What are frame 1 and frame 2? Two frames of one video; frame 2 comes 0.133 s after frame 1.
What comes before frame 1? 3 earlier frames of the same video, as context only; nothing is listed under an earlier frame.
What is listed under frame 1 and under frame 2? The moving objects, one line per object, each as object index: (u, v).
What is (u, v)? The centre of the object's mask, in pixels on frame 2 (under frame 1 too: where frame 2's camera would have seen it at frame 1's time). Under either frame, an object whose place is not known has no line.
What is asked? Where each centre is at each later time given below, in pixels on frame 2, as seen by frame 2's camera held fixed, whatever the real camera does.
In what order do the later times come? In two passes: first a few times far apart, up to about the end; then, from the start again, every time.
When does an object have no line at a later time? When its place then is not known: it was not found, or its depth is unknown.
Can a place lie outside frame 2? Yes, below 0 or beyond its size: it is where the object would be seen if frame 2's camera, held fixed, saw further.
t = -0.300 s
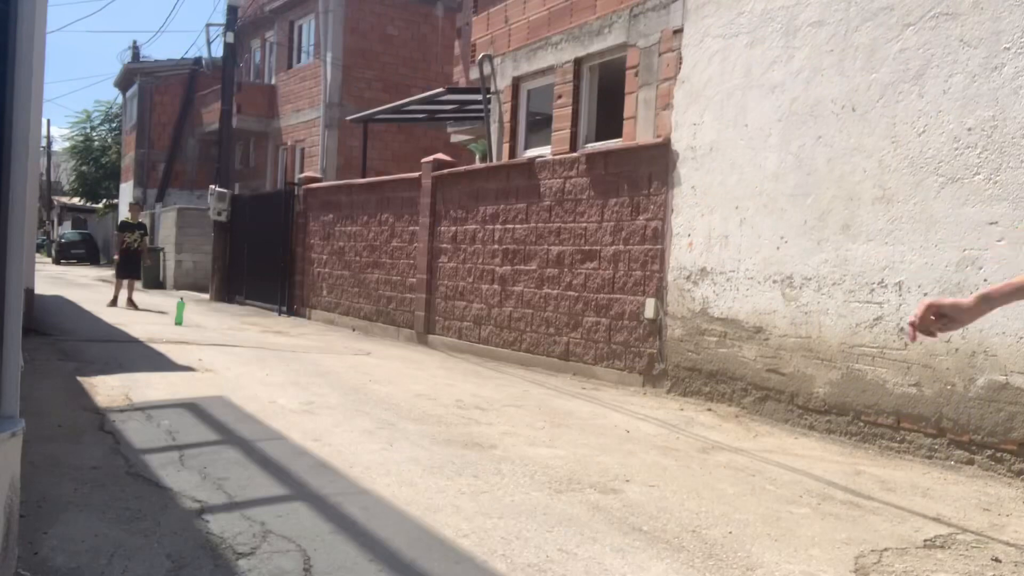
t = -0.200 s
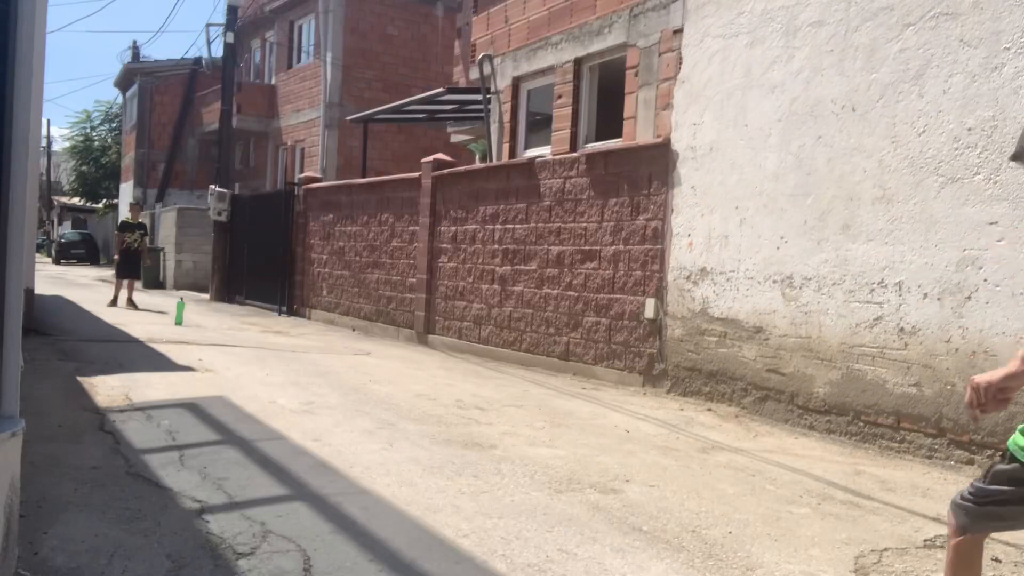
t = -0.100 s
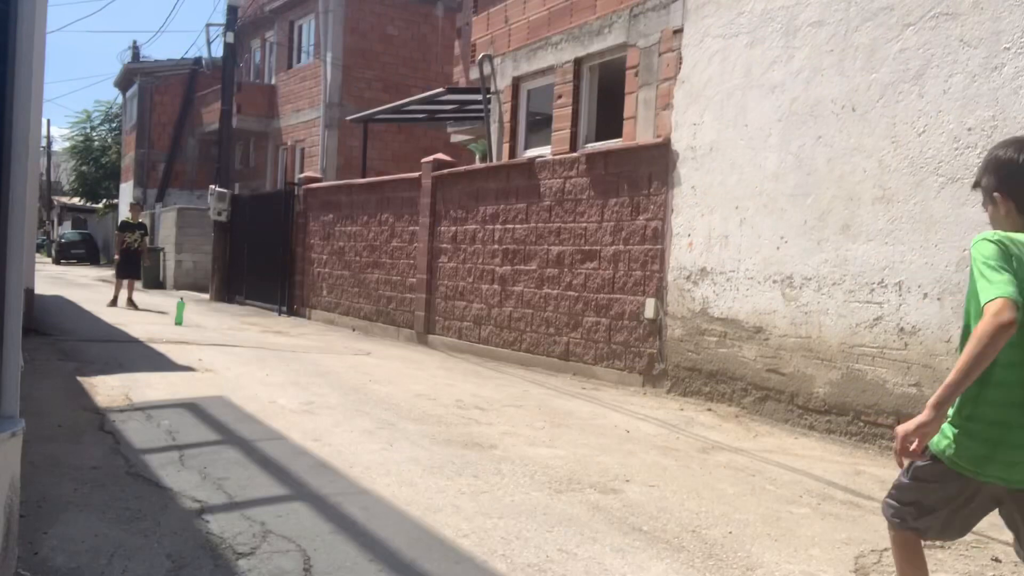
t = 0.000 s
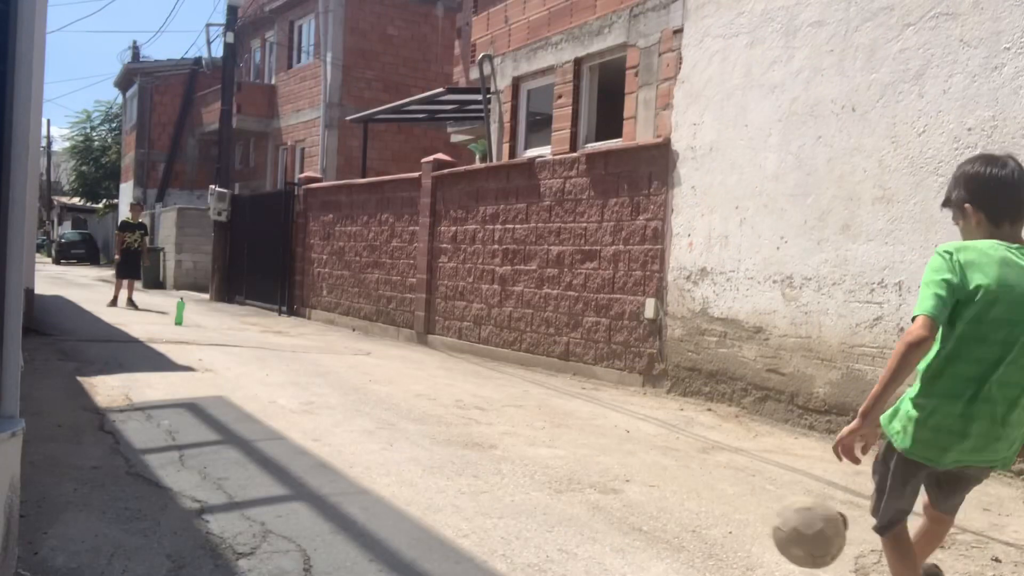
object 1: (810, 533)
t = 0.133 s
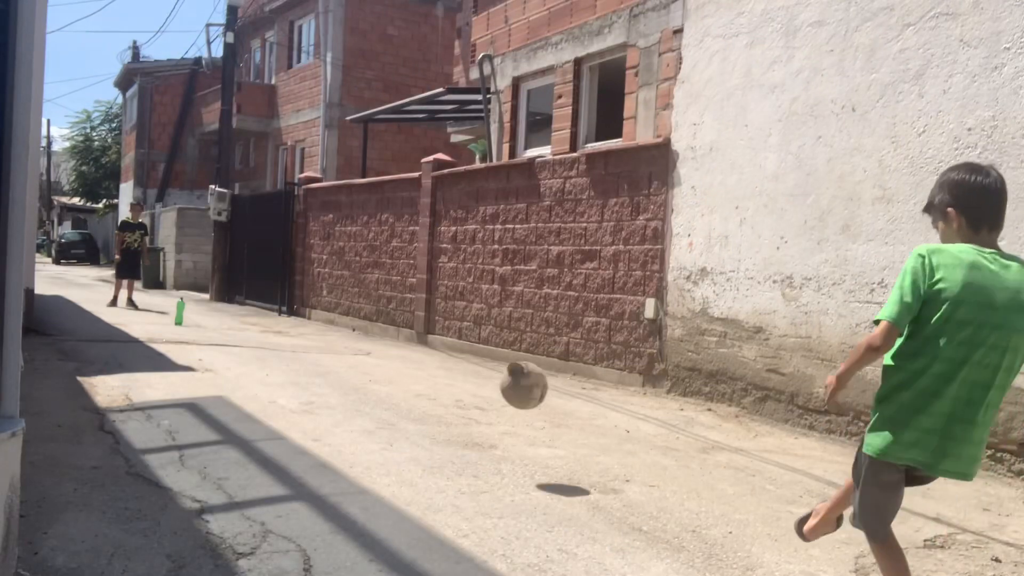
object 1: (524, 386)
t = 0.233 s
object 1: (405, 347)
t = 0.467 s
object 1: (240, 344)
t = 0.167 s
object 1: (479, 368)
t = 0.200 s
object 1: (440, 356)
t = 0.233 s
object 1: (405, 347)
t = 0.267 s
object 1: (376, 340)
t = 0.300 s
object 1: (347, 336)
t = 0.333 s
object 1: (321, 335)
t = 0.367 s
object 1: (298, 336)
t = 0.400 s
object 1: (277, 337)
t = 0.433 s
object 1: (258, 340)
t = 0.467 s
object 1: (240, 344)
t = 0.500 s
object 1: (223, 350)
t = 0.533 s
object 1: (210, 348)
